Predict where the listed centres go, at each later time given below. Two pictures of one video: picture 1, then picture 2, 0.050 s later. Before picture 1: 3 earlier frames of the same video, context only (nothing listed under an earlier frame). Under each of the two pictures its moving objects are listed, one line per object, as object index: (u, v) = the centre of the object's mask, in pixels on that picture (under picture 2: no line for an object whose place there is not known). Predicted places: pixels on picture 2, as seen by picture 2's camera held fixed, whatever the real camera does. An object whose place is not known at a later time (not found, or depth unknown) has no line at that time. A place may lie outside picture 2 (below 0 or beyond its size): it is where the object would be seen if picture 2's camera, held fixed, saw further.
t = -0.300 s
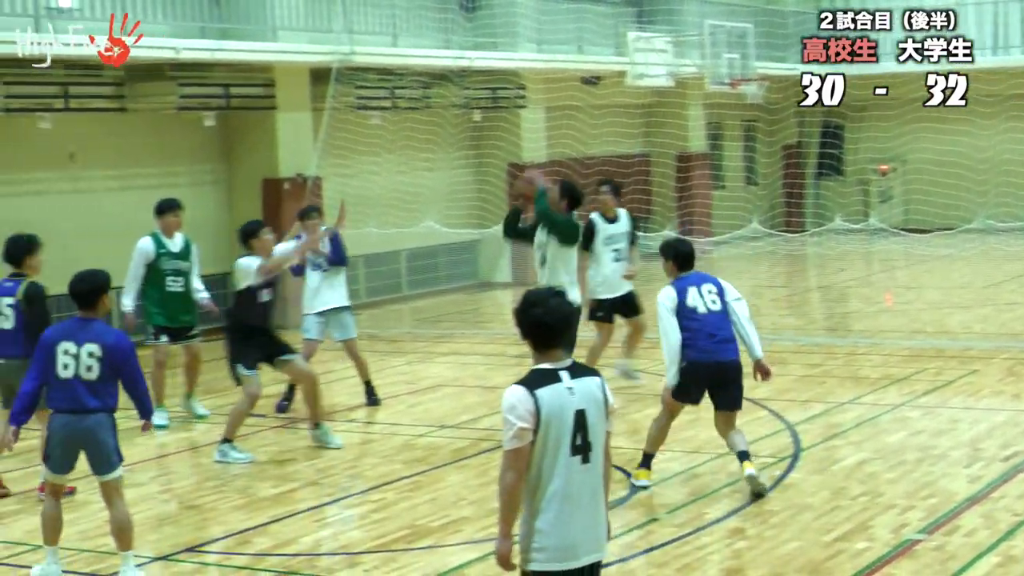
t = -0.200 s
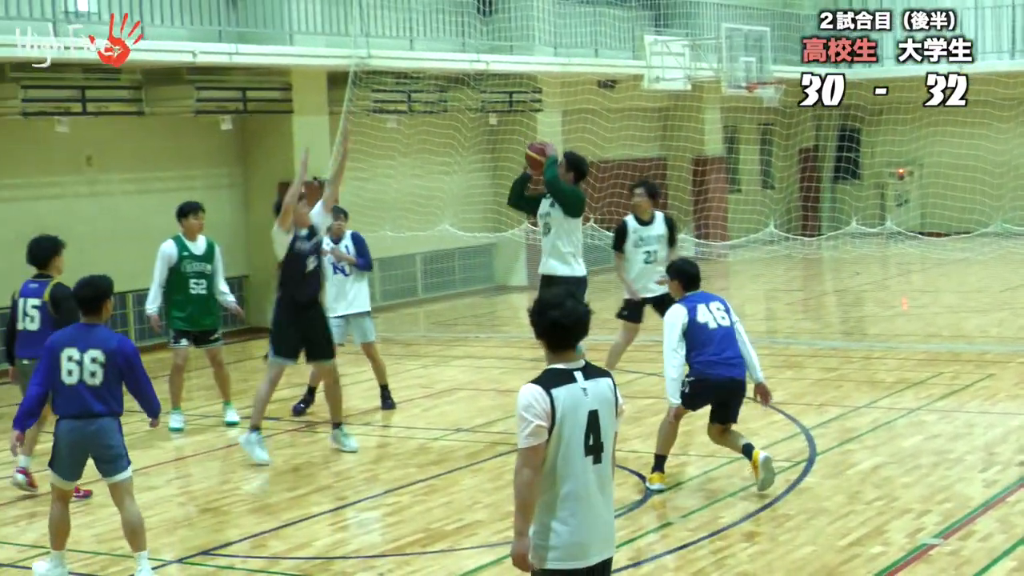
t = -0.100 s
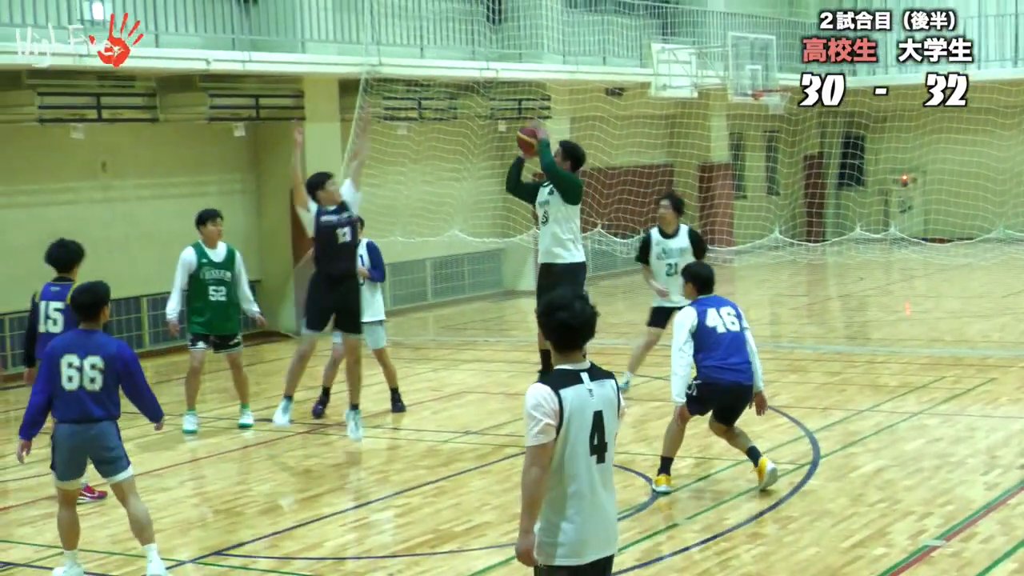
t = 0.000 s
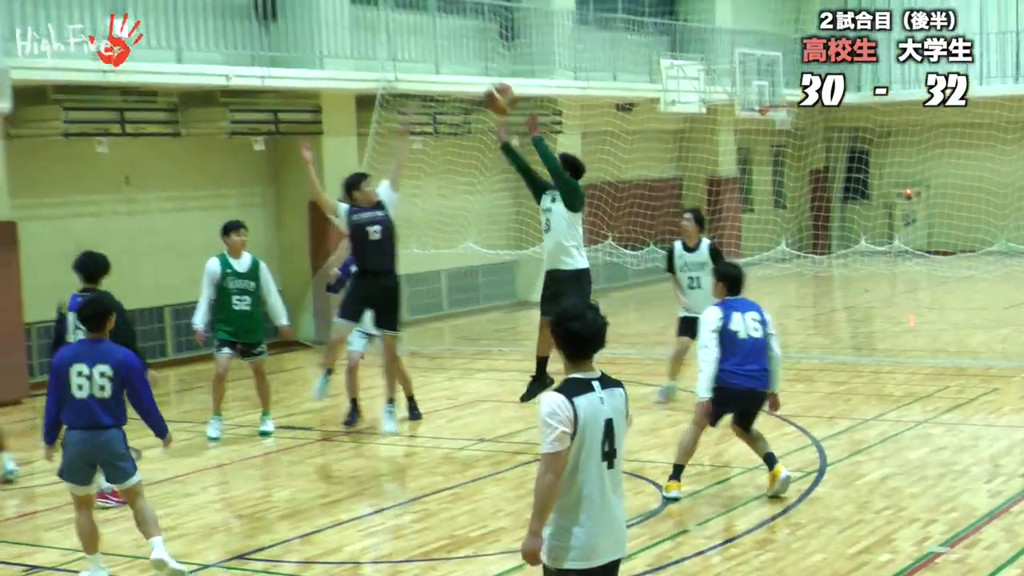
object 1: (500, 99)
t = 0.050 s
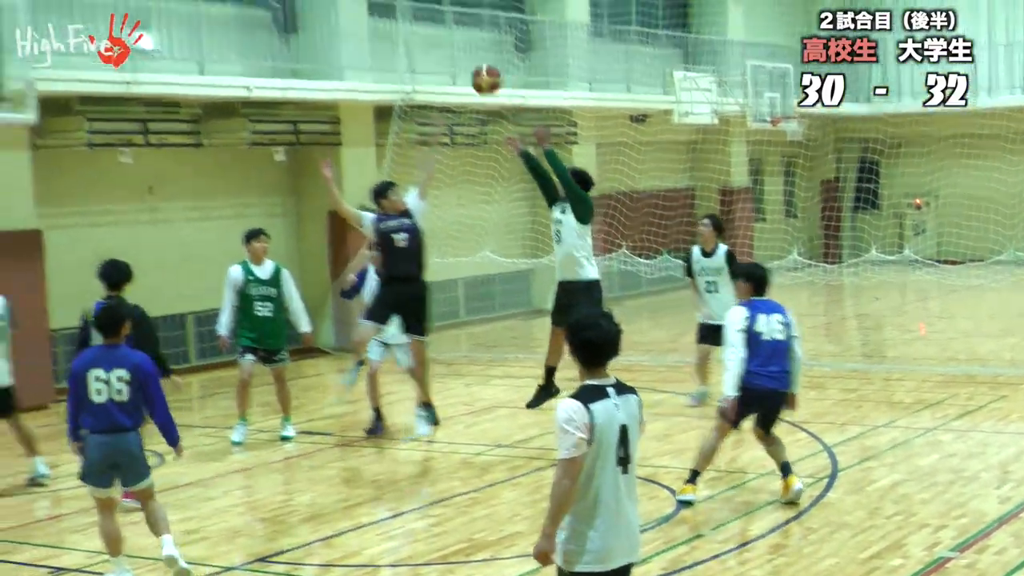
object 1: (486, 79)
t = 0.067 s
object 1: (476, 71)
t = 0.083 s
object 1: (466, 62)
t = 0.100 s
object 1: (456, 54)
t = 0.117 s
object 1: (447, 47)
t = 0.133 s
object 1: (437, 39)
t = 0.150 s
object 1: (427, 31)
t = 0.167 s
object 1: (418, 25)
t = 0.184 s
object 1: (408, 18)
